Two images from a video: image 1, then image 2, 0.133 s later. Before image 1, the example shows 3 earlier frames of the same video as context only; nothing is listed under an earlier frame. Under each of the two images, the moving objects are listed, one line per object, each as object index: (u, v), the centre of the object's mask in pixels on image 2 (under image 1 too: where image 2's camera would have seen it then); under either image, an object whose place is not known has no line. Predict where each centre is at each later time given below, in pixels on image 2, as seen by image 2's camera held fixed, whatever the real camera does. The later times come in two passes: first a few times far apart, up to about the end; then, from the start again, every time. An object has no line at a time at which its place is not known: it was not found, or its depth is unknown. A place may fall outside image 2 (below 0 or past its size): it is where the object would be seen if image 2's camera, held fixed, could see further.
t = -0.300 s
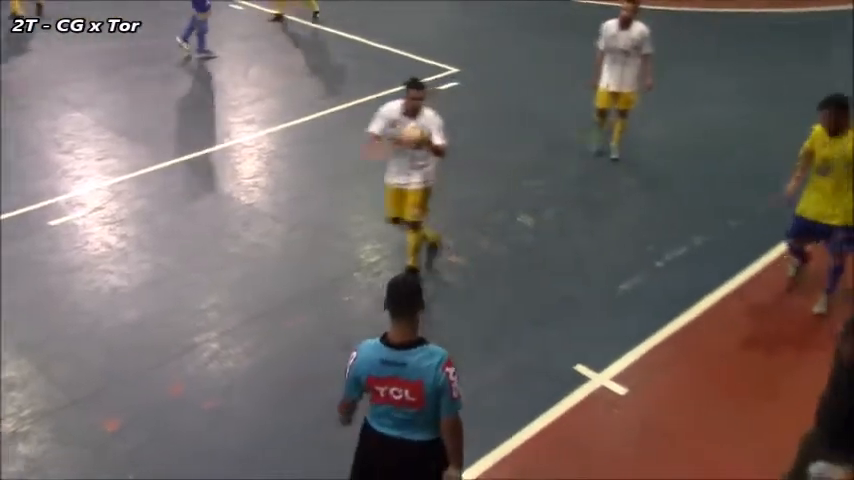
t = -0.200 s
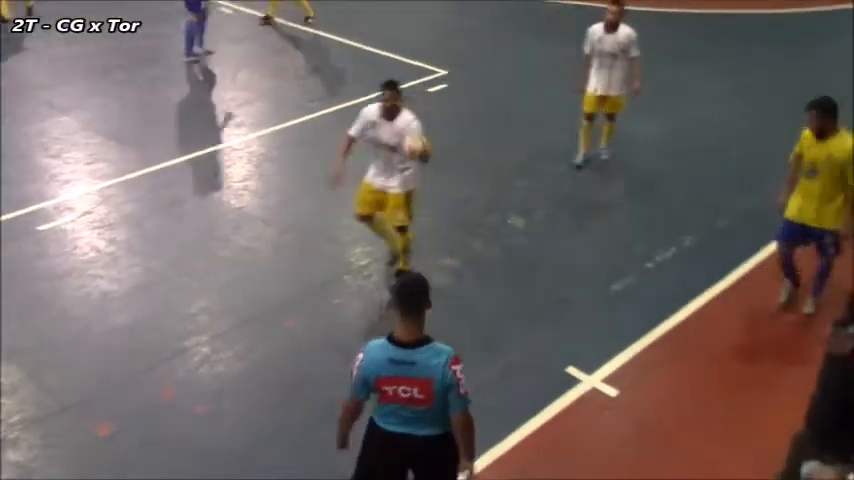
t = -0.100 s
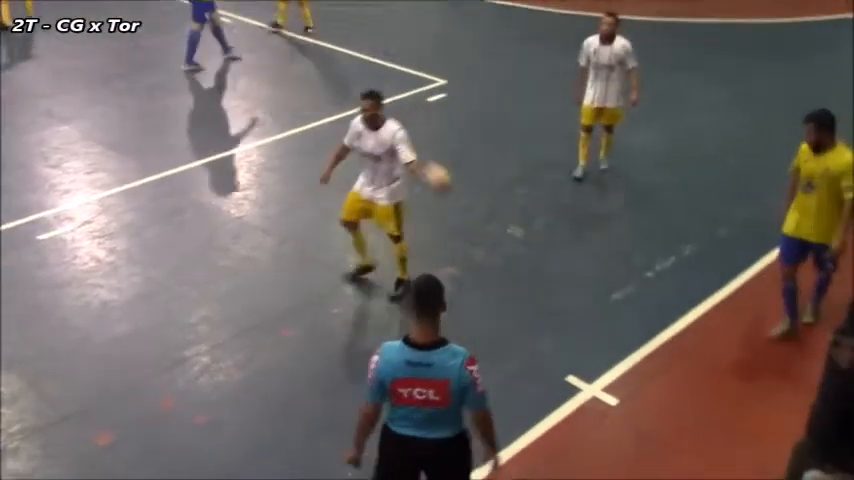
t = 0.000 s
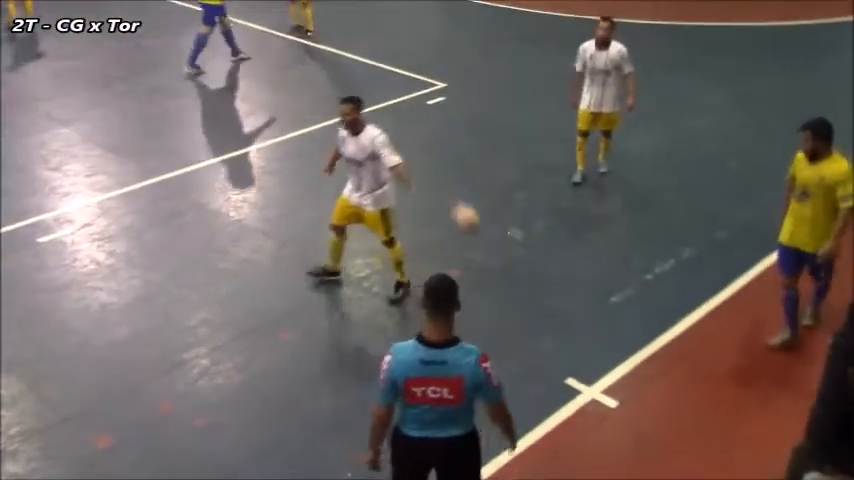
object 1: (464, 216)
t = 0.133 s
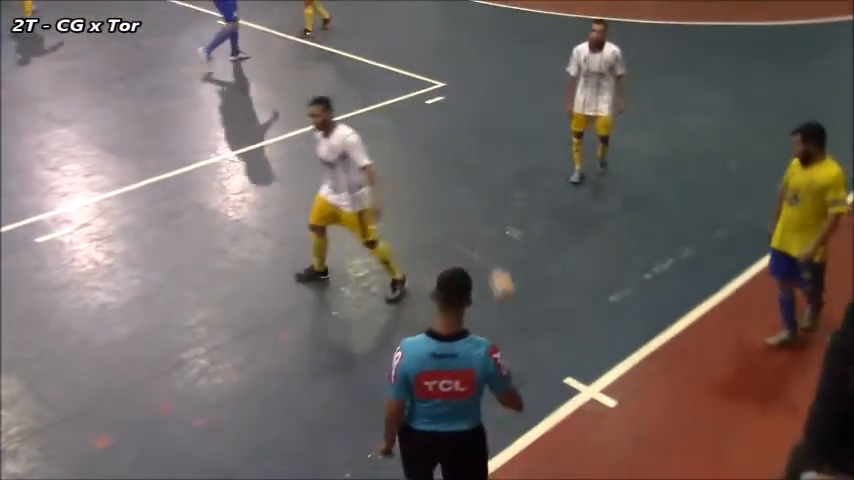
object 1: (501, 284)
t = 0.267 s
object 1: (534, 336)
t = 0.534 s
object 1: (574, 301)
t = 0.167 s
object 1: (511, 303)
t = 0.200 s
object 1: (518, 323)
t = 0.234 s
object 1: (528, 346)
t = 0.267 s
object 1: (534, 336)
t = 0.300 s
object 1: (539, 328)
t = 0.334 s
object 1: (543, 321)
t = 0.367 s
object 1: (547, 315)
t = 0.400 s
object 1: (553, 309)
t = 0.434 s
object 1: (559, 306)
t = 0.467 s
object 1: (564, 303)
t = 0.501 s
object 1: (568, 301)
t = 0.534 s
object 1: (574, 301)
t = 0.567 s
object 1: (578, 302)
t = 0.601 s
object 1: (583, 304)
